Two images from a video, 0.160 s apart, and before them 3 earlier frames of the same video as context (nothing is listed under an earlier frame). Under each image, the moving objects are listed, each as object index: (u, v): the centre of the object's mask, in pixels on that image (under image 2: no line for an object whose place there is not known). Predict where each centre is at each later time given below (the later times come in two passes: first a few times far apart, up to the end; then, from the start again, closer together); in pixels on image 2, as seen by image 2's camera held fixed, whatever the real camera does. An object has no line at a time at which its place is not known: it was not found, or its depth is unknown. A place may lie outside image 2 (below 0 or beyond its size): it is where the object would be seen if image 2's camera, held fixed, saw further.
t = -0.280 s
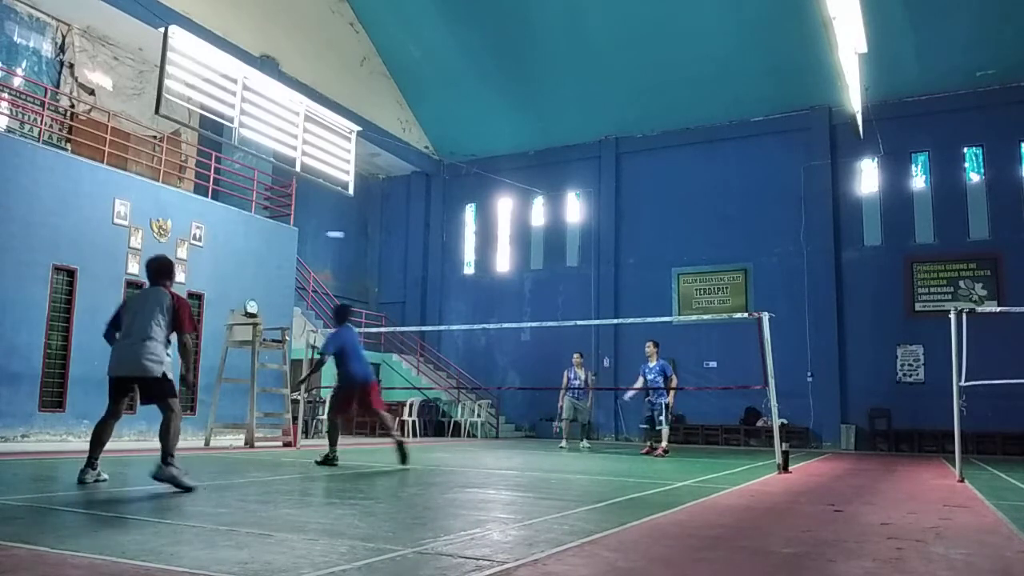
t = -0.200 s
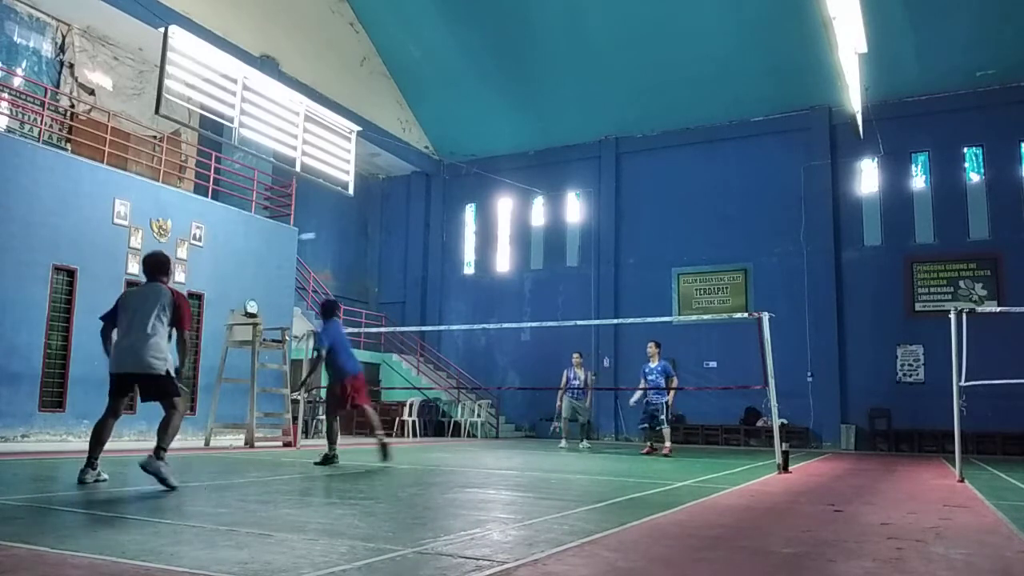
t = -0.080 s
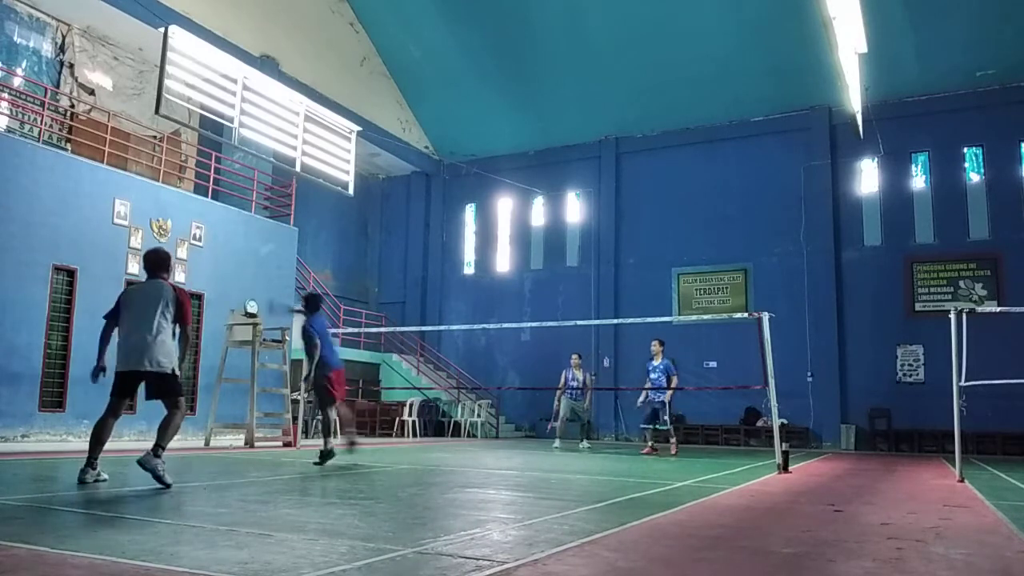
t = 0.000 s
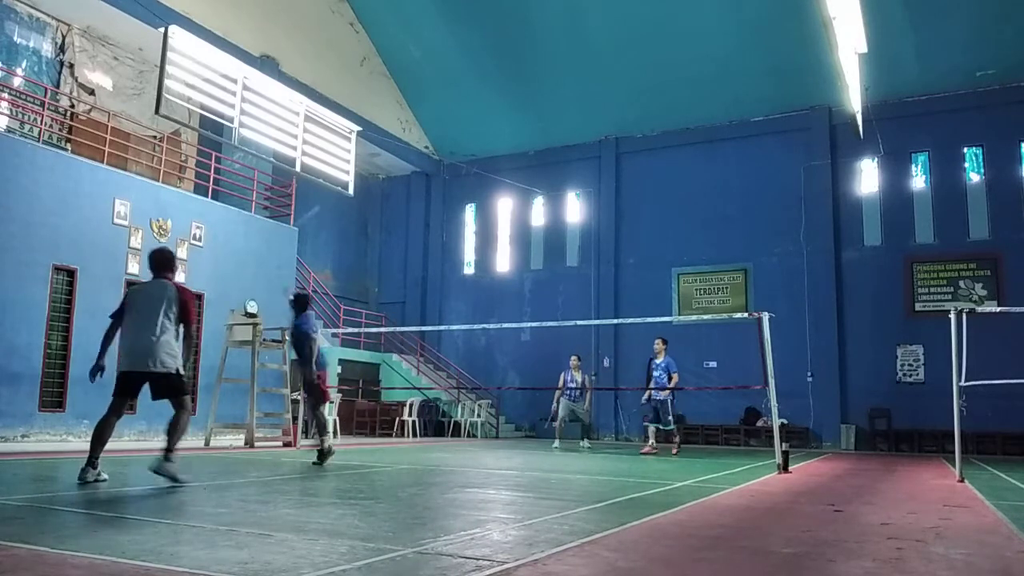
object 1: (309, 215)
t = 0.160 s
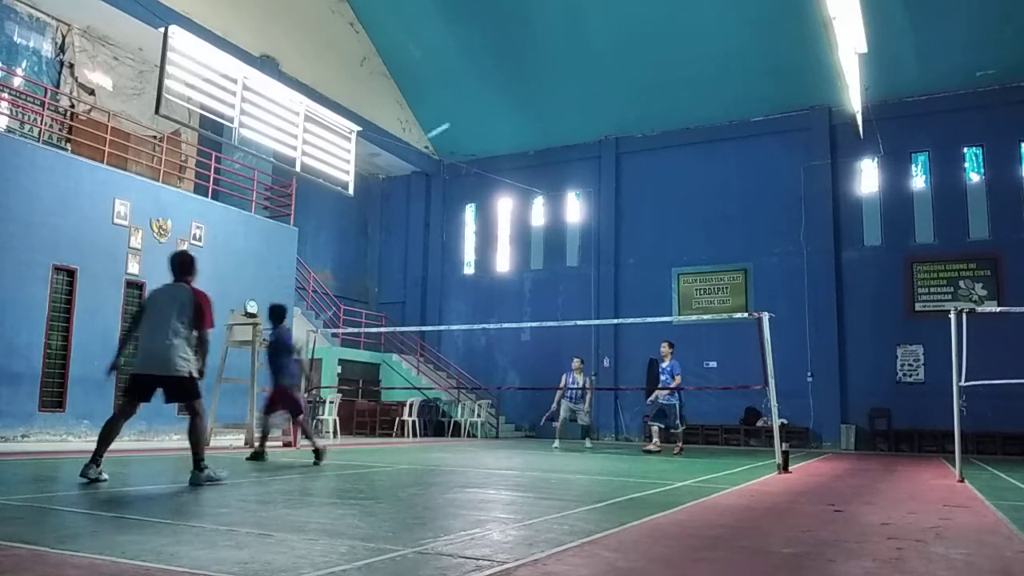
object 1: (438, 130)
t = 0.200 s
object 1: (457, 120)
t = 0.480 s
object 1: (535, 96)
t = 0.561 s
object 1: (549, 99)
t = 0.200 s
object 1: (457, 120)
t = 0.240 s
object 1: (473, 112)
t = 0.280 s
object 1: (487, 106)
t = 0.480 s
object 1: (535, 96)
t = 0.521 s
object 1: (542, 98)
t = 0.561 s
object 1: (549, 99)
